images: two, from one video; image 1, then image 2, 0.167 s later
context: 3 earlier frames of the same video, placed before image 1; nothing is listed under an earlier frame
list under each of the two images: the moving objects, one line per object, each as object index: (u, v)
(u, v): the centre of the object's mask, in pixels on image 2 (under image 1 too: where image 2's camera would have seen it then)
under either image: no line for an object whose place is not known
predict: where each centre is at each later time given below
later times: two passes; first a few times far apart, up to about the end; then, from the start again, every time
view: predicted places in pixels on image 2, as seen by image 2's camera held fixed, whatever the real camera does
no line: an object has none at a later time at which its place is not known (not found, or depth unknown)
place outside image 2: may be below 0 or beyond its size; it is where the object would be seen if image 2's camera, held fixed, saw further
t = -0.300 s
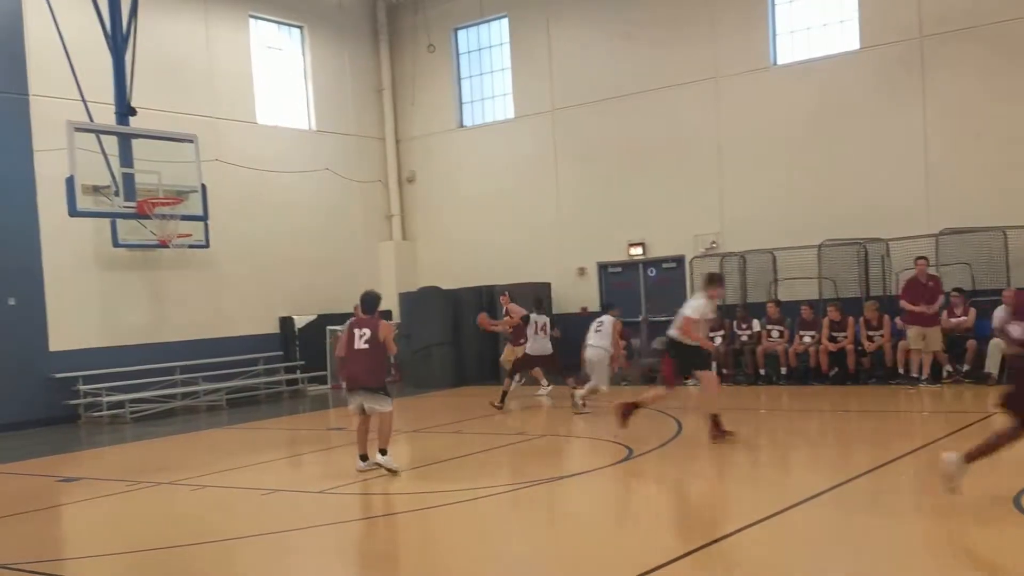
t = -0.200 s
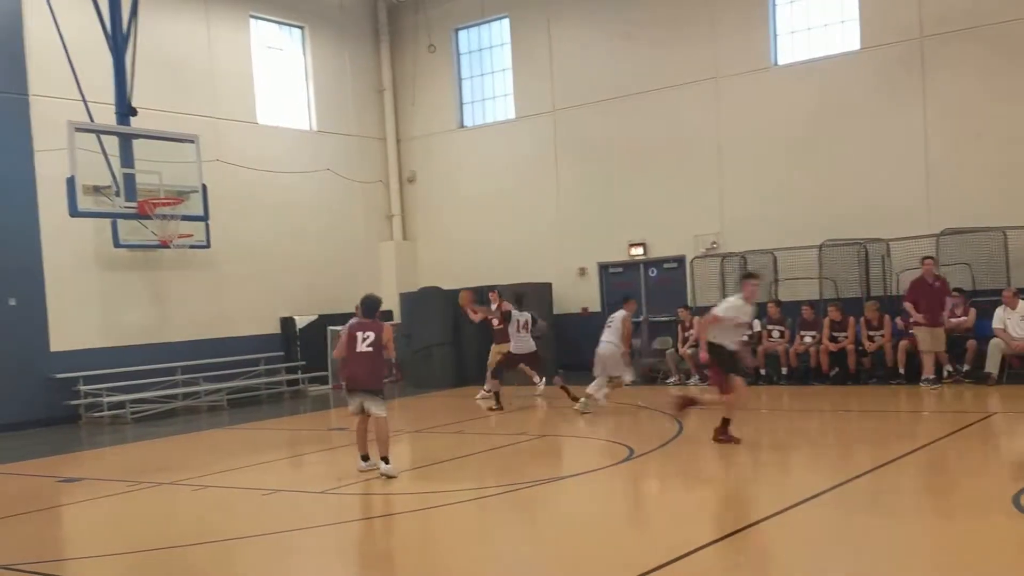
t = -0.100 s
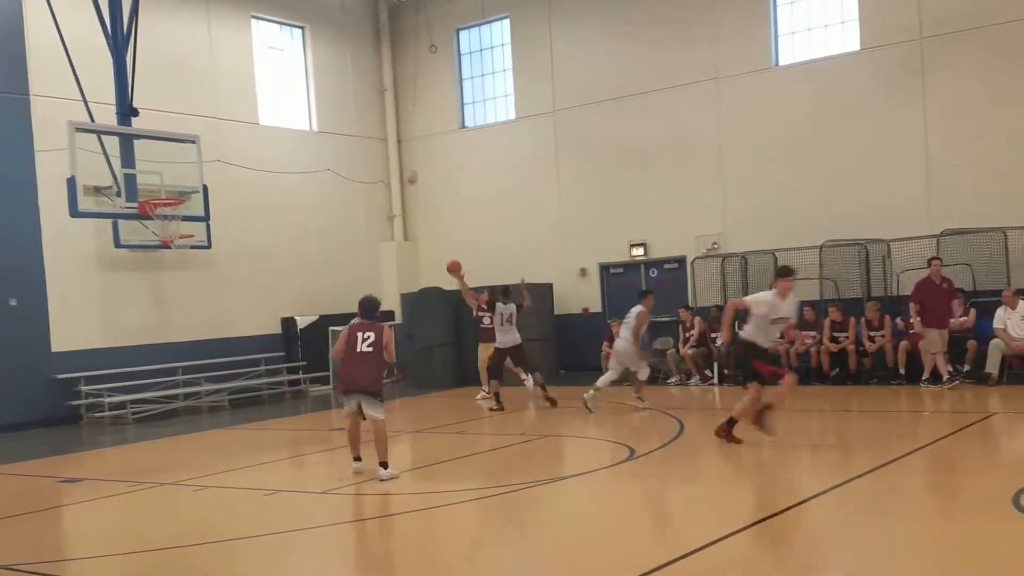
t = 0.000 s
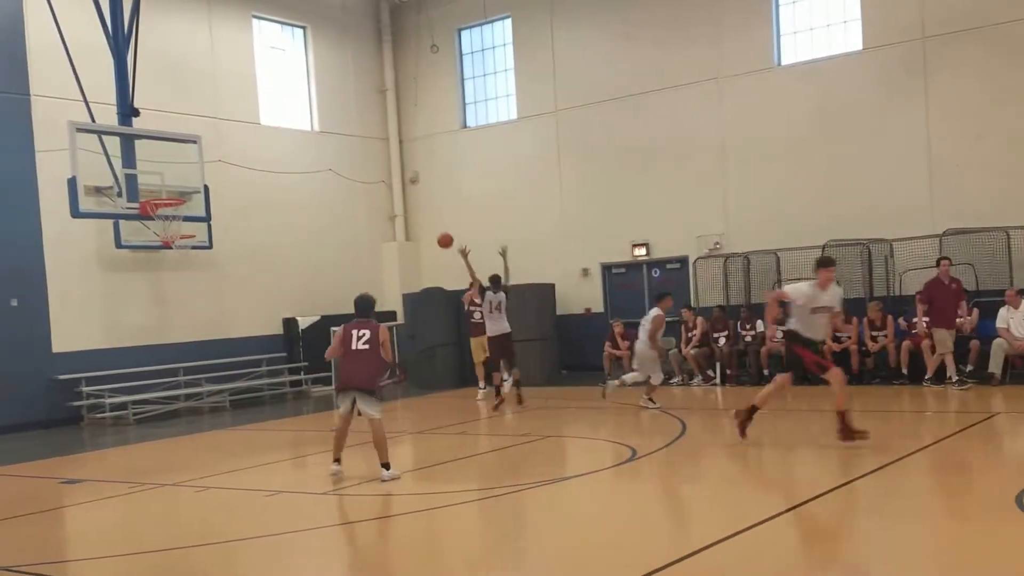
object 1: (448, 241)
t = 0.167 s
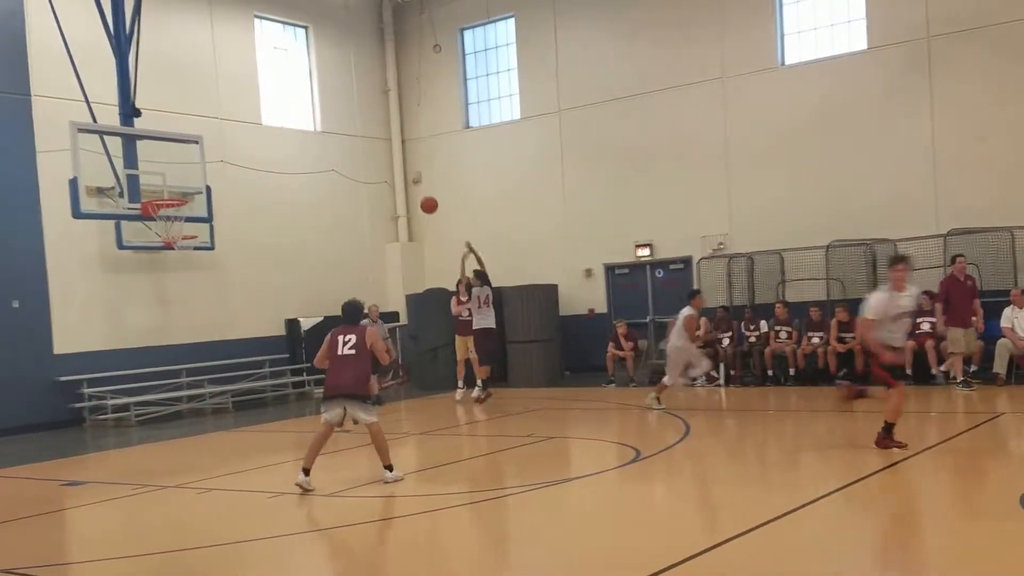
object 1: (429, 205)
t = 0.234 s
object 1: (421, 194)
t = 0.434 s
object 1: (395, 178)
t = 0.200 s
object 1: (425, 199)
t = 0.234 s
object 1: (421, 194)
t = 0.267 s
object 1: (417, 189)
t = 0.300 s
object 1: (413, 186)
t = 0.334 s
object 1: (408, 183)
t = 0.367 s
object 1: (404, 181)
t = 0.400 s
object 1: (399, 179)
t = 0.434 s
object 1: (395, 178)
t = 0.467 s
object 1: (390, 179)
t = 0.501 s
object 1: (384, 180)
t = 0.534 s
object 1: (380, 182)
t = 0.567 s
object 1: (374, 185)
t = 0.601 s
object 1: (369, 190)
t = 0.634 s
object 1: (363, 195)
